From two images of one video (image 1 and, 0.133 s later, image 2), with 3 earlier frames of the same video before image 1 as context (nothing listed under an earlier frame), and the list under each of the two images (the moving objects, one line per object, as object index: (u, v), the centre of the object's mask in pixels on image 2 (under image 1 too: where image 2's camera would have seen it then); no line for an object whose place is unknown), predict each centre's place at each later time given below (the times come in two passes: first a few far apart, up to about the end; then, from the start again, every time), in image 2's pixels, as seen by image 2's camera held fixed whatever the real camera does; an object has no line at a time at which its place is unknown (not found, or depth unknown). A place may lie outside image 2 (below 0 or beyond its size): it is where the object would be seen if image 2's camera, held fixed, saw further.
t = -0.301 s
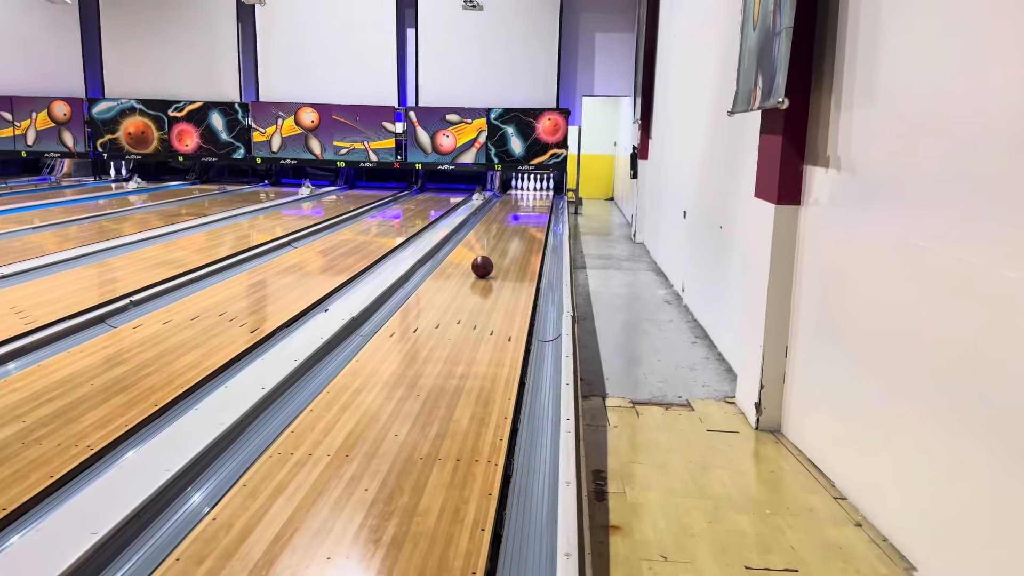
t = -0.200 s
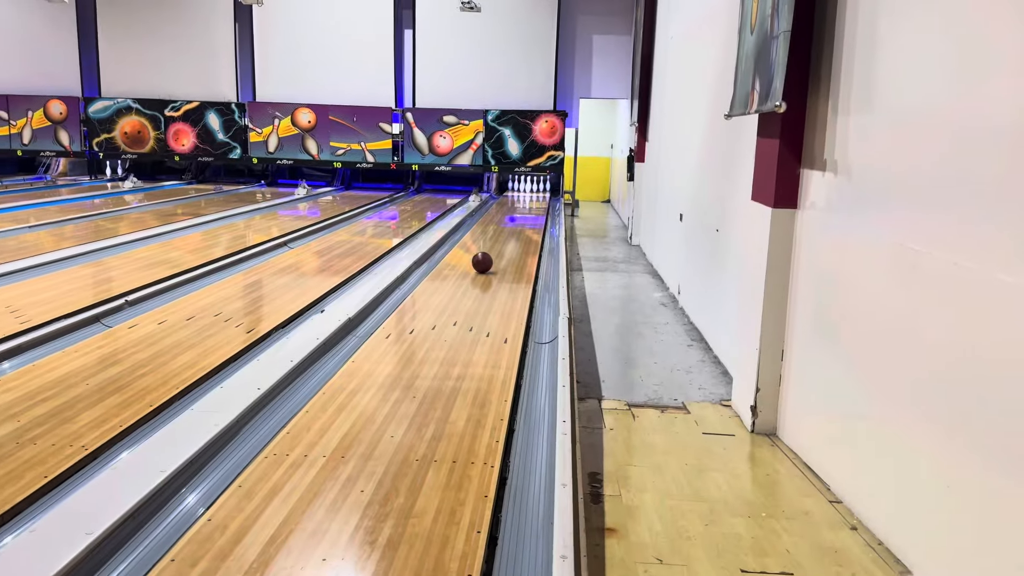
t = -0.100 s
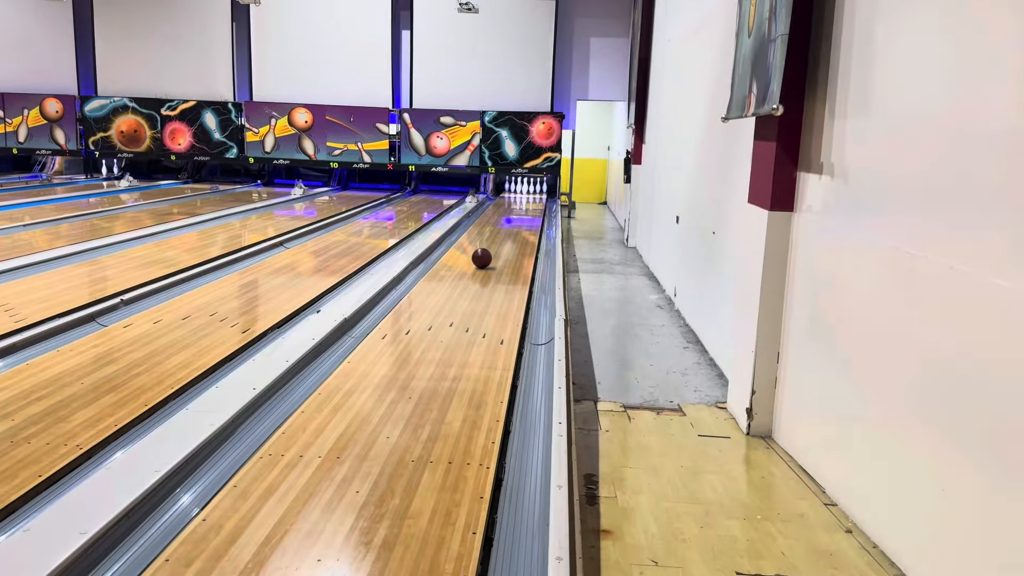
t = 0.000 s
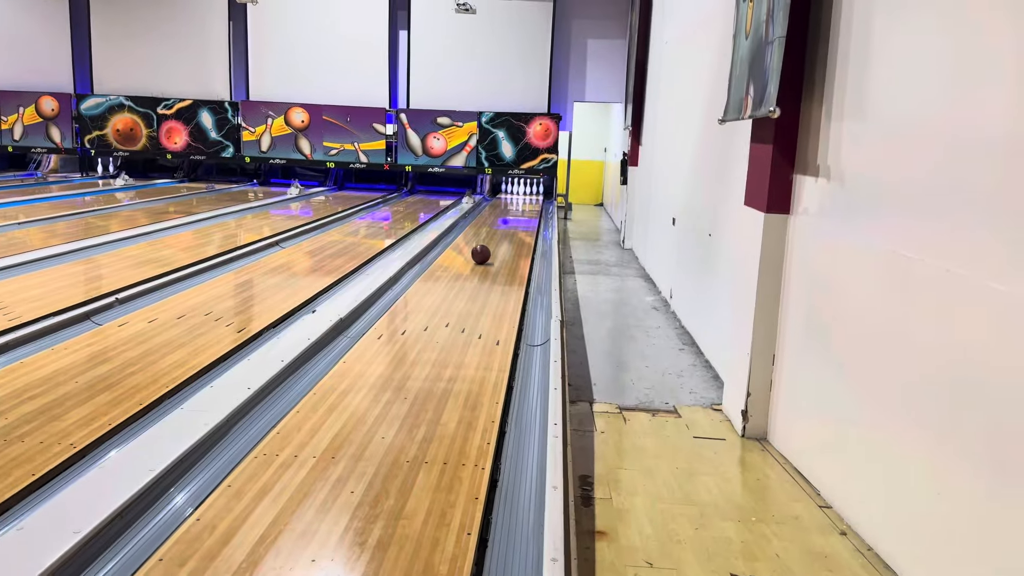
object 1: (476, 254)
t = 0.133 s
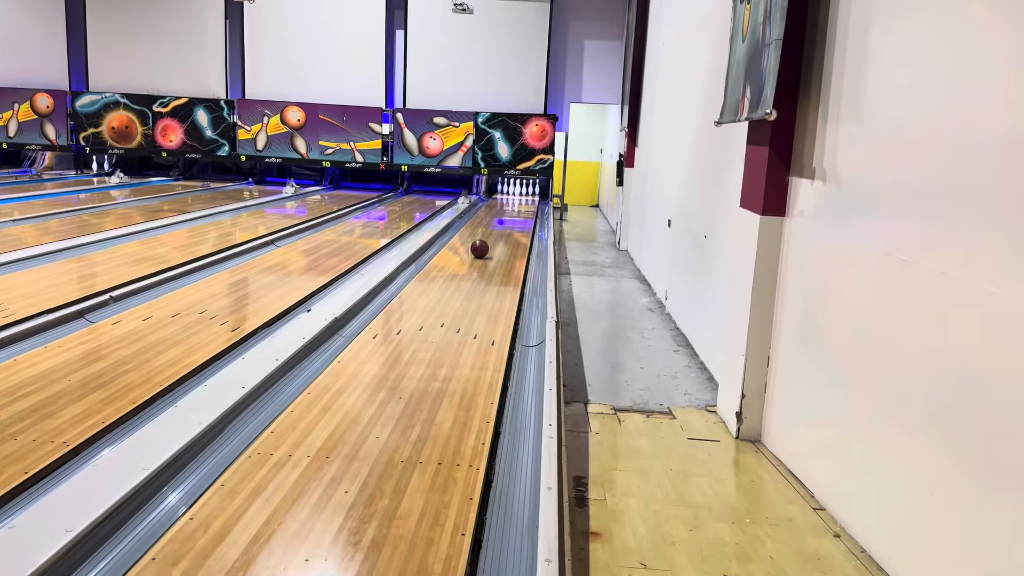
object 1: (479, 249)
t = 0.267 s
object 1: (482, 244)
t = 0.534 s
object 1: (487, 236)
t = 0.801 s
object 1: (490, 229)
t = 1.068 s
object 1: (493, 222)
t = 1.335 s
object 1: (496, 217)
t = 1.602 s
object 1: (498, 212)
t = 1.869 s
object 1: (500, 208)
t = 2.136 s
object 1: (502, 205)
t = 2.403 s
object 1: (503, 202)
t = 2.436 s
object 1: (504, 201)
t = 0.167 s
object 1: (480, 248)
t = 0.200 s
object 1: (481, 246)
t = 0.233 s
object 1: (482, 245)
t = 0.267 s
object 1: (482, 244)
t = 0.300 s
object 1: (483, 243)
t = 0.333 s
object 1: (484, 242)
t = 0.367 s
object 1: (484, 241)
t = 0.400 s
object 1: (485, 240)
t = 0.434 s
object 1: (485, 239)
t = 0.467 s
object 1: (486, 238)
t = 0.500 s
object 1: (486, 237)
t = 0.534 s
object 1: (487, 236)
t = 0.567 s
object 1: (487, 235)
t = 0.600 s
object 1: (488, 234)
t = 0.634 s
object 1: (488, 233)
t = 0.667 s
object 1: (488, 232)
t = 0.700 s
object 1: (489, 231)
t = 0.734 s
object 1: (489, 230)
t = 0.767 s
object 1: (490, 230)
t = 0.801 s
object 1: (490, 229)
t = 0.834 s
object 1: (491, 228)
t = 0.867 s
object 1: (491, 227)
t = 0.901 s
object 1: (491, 226)
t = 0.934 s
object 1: (492, 225)
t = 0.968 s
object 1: (492, 225)
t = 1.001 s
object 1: (493, 224)
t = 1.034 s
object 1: (493, 223)
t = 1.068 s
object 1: (493, 222)
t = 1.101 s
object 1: (494, 222)
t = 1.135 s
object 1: (494, 221)
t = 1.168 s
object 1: (494, 221)
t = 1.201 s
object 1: (494, 220)
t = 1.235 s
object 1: (495, 219)
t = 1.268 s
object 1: (495, 219)
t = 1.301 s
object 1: (495, 218)
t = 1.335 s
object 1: (496, 217)
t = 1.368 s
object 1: (496, 217)
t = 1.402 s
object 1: (496, 216)
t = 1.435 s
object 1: (497, 215)
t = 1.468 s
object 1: (497, 215)
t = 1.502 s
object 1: (497, 214)
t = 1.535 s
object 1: (497, 214)
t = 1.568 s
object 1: (498, 213)
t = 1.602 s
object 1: (498, 212)
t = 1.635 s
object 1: (498, 212)
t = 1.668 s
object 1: (499, 212)
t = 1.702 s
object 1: (499, 211)
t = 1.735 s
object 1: (499, 210)
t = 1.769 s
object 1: (499, 210)
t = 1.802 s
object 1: (500, 209)
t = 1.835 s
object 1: (500, 209)
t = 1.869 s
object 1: (500, 208)
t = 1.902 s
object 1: (500, 208)
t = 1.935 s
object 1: (501, 207)
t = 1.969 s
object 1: (501, 207)
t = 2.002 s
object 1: (501, 207)
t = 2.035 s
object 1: (501, 206)
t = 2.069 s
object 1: (501, 206)
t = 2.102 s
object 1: (502, 205)
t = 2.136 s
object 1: (502, 205)
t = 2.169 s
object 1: (502, 204)
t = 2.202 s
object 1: (502, 204)
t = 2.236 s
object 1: (502, 203)
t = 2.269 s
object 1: (503, 203)
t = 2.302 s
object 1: (503, 202)
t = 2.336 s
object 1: (503, 202)
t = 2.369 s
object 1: (503, 202)
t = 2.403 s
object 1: (503, 202)
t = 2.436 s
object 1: (504, 201)
